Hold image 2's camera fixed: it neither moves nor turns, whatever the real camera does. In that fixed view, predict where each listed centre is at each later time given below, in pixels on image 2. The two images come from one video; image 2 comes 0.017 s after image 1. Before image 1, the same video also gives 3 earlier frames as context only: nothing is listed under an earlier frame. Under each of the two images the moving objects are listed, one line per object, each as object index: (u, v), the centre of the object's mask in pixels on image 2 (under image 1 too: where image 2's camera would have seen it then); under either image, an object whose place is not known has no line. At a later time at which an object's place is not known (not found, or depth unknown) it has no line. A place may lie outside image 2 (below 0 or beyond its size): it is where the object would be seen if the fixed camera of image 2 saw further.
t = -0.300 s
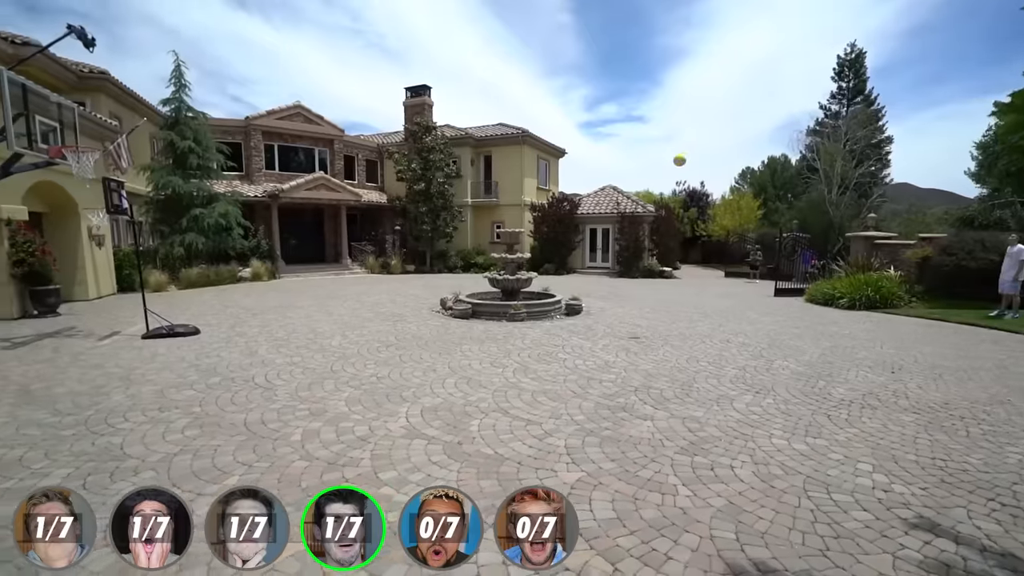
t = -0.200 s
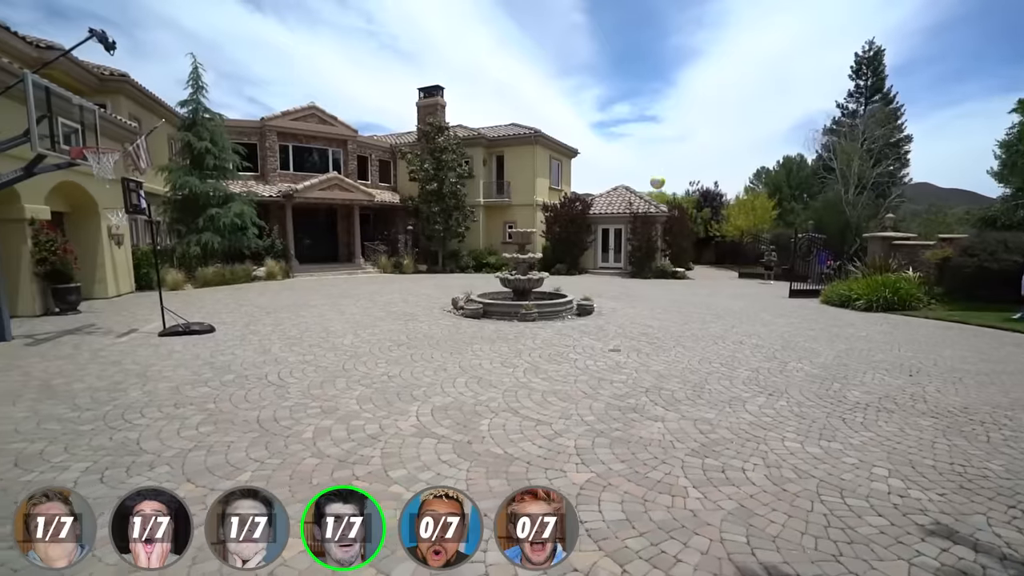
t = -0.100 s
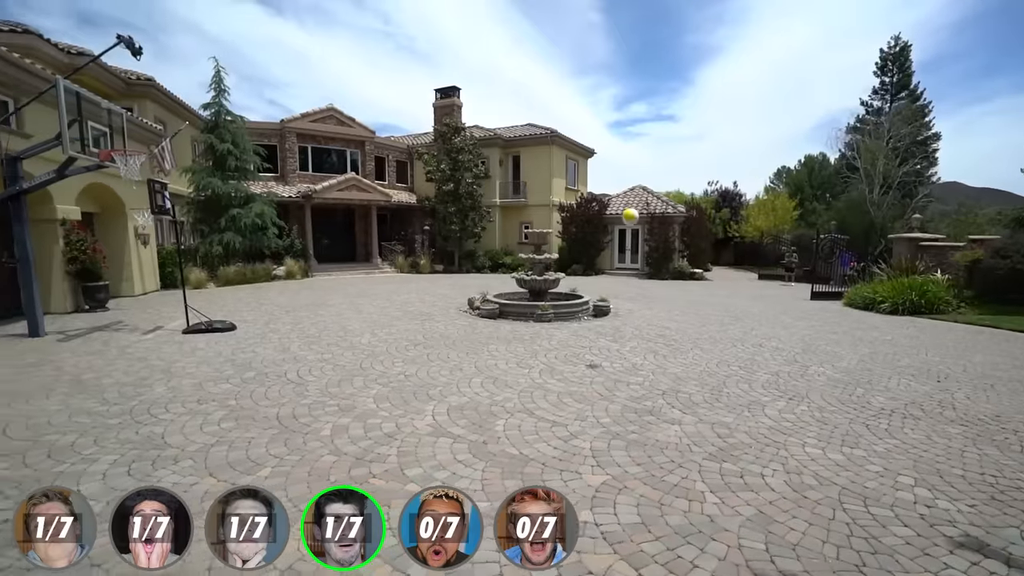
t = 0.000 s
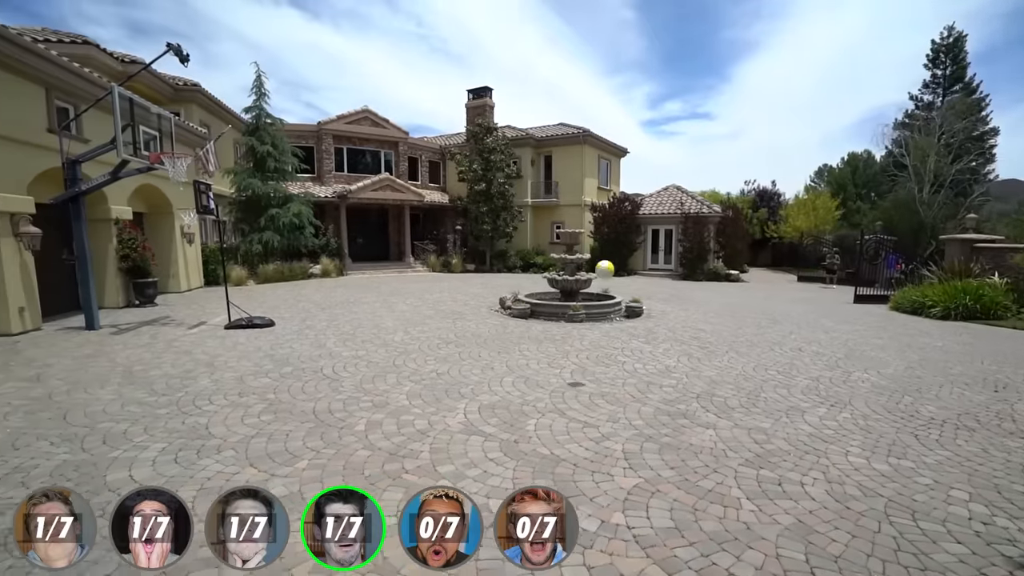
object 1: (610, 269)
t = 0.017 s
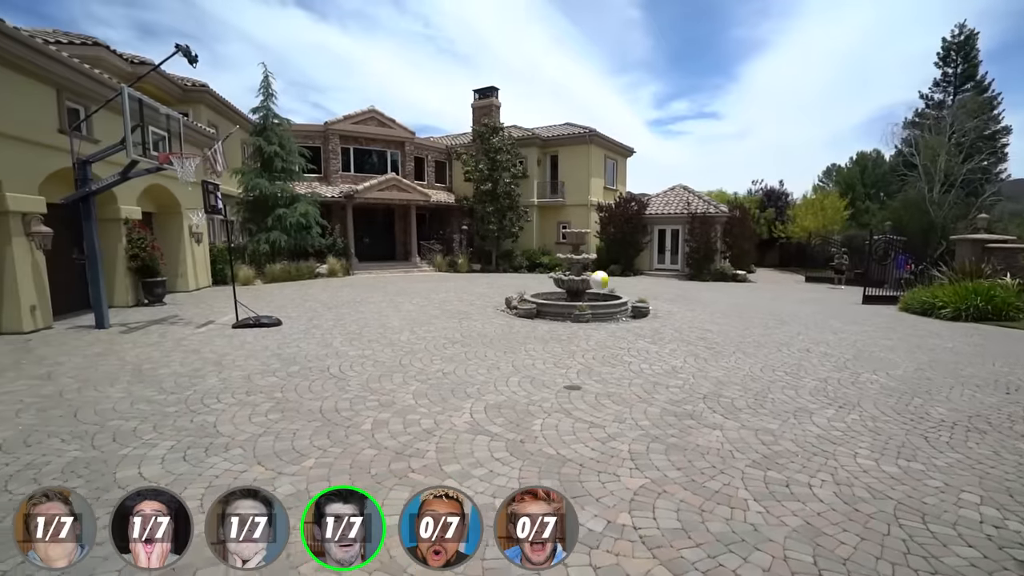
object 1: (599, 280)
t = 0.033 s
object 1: (587, 292)
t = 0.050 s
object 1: (575, 304)
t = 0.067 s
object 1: (563, 316)
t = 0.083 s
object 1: (549, 329)
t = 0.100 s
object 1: (534, 344)
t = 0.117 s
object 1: (520, 358)
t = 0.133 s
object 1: (505, 375)
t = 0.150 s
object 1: (489, 392)
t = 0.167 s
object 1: (472, 410)
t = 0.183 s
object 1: (460, 414)
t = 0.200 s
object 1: (453, 404)
